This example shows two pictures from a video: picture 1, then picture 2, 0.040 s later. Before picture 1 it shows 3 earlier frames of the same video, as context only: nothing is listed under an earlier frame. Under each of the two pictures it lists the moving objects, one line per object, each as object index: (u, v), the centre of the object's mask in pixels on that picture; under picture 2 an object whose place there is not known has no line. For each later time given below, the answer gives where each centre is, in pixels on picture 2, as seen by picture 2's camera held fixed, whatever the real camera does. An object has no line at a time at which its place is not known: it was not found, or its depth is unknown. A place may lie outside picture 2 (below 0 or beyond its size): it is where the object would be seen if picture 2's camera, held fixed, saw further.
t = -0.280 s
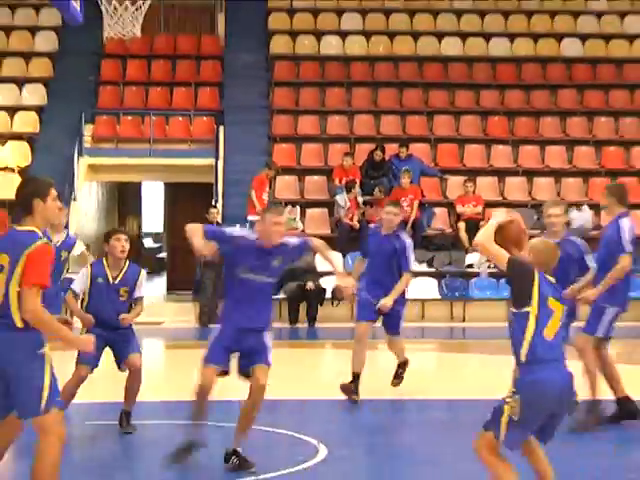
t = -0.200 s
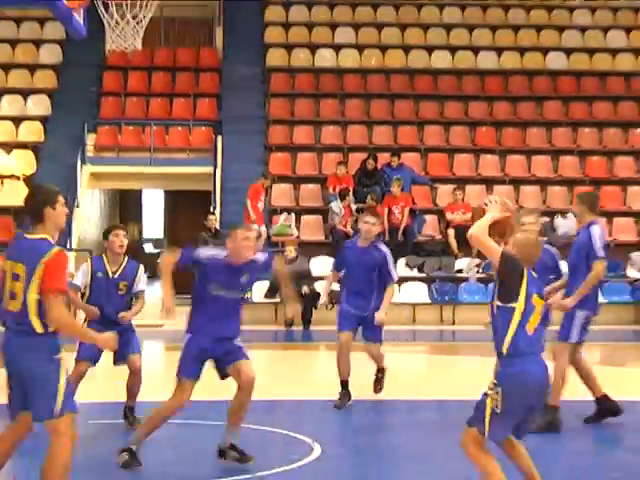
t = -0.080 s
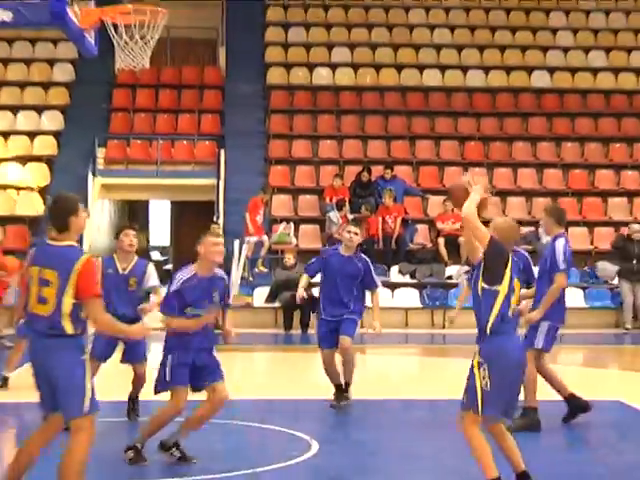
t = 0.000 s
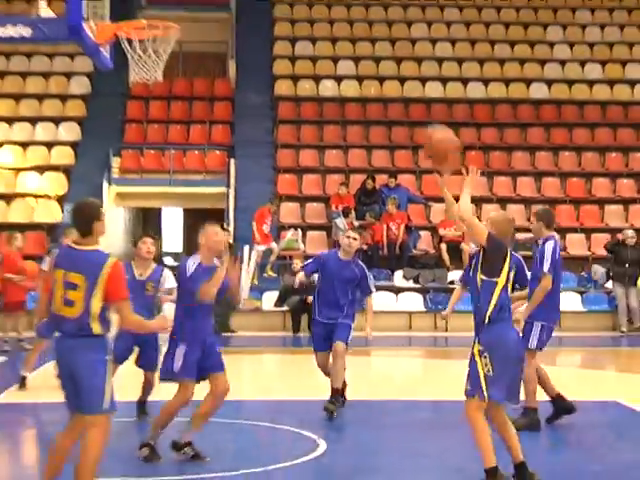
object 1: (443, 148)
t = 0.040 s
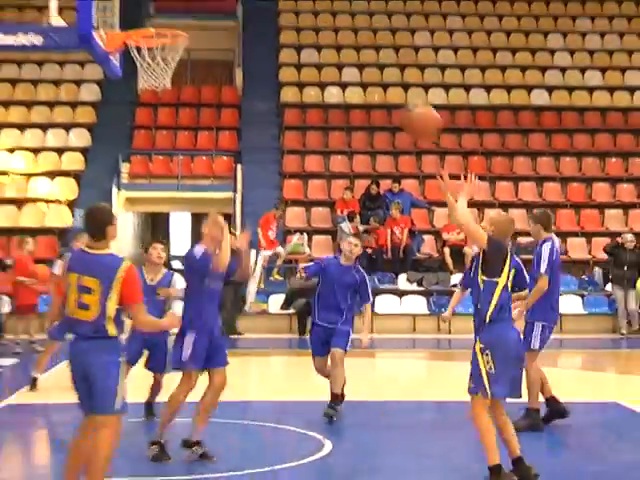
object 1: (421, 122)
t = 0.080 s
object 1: (400, 89)
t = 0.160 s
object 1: (360, 36)
